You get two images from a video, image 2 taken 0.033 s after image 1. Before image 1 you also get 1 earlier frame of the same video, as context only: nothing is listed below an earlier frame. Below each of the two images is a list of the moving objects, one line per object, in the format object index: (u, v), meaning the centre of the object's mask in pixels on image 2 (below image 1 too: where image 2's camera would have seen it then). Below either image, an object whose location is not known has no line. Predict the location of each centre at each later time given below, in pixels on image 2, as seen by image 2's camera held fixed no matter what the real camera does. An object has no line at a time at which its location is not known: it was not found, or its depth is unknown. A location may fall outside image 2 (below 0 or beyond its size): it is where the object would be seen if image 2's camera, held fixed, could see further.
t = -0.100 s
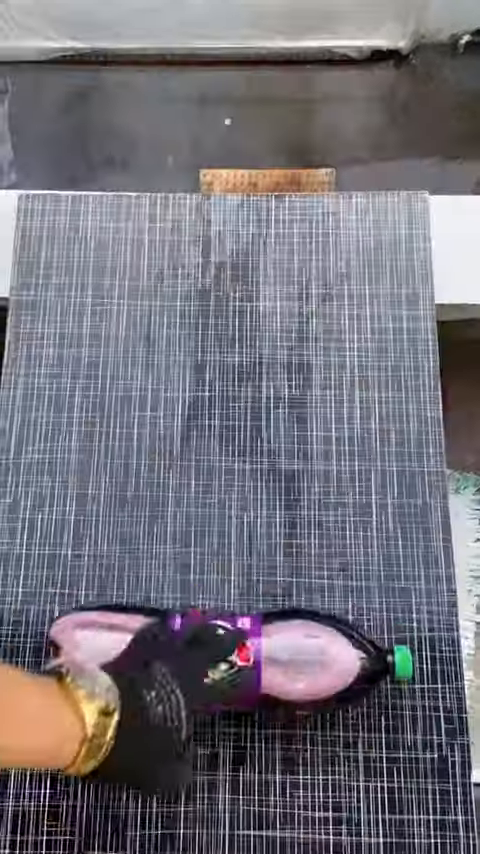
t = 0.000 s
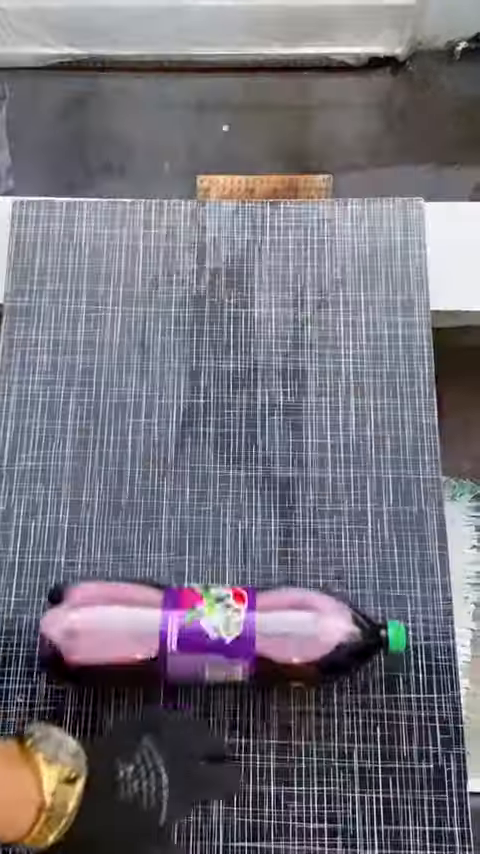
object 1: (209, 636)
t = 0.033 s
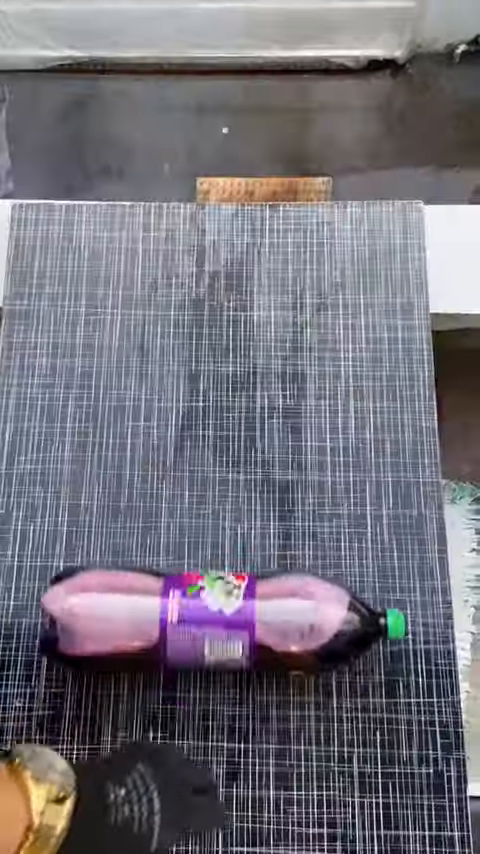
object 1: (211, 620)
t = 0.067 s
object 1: (212, 603)
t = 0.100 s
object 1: (210, 583)
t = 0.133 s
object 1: (212, 562)
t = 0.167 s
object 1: (211, 538)
